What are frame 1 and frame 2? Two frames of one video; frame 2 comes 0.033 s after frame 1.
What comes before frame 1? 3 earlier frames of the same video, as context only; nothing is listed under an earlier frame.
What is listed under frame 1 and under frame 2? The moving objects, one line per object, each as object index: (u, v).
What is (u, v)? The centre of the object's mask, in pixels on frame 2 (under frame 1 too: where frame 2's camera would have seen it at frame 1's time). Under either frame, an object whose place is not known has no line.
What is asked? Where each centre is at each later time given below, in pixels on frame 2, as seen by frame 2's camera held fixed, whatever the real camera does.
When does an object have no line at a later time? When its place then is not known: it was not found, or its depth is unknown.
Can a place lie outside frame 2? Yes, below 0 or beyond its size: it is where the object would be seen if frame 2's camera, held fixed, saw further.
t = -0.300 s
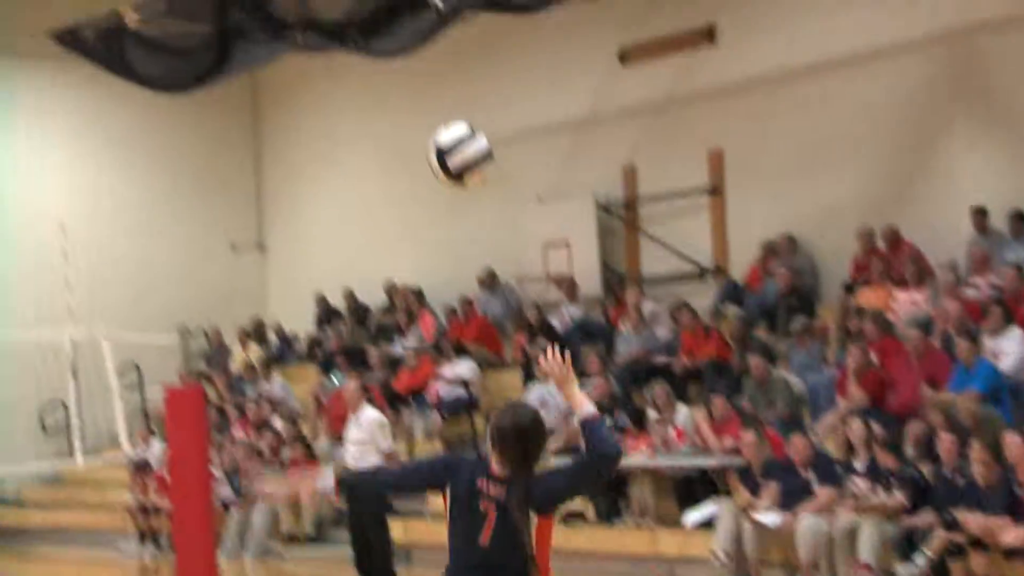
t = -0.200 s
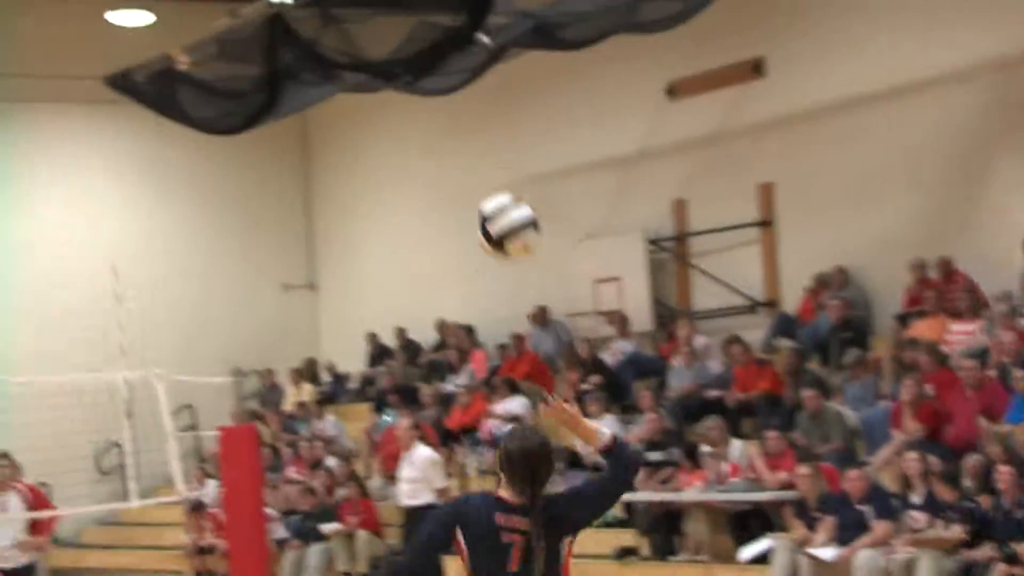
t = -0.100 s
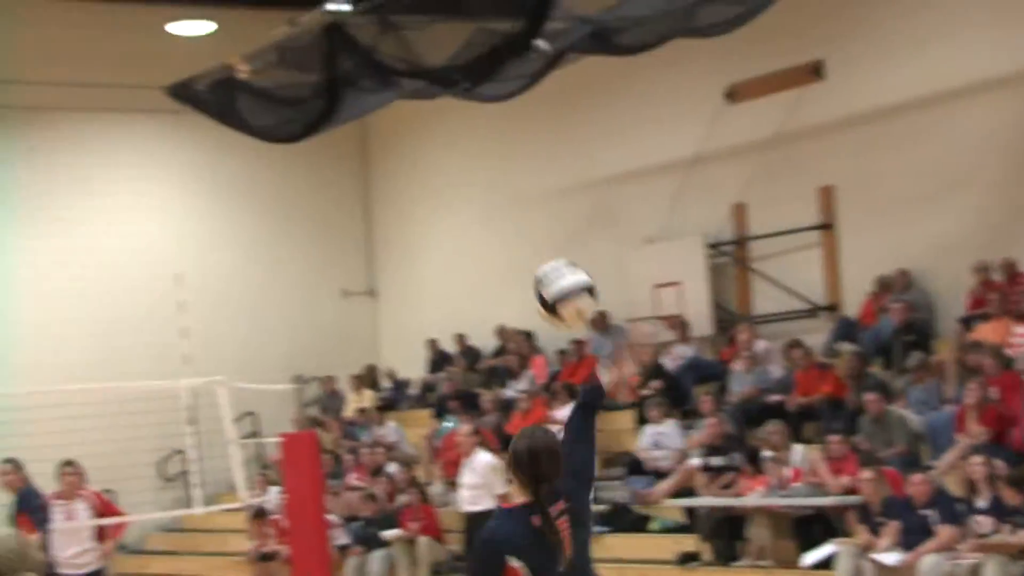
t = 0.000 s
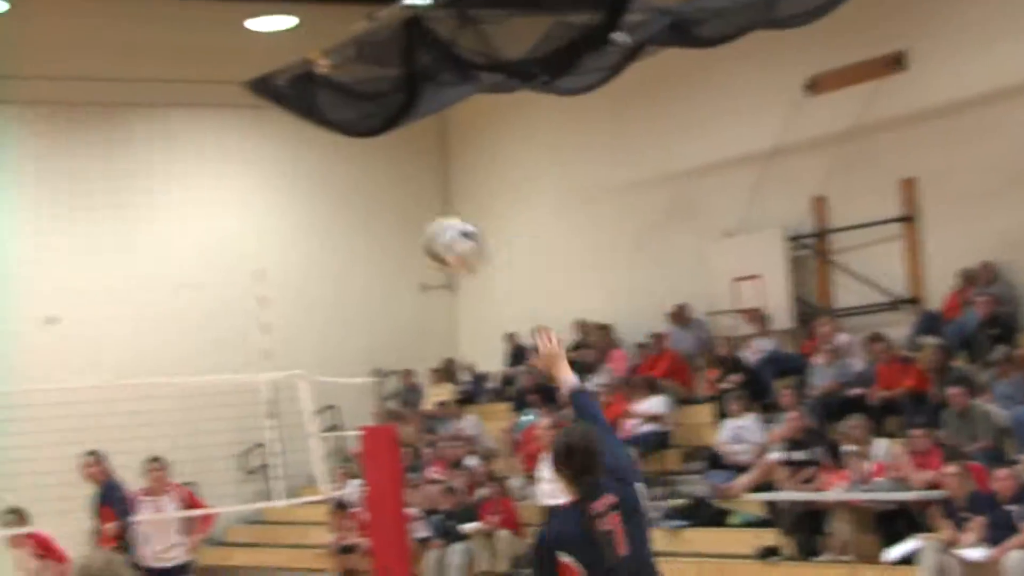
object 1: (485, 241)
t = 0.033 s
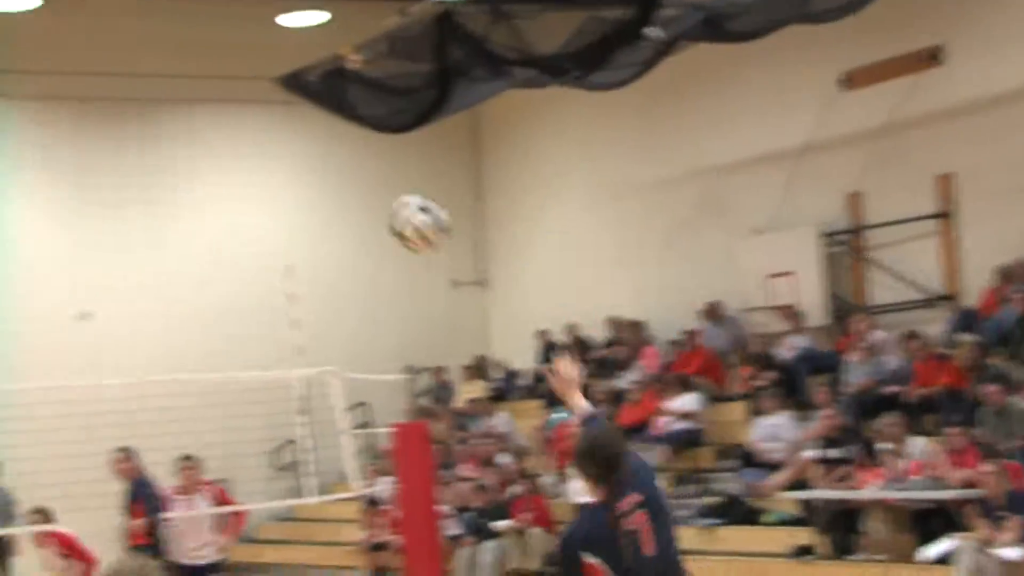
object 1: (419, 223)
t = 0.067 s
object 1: (357, 209)
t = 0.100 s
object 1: (300, 197)
